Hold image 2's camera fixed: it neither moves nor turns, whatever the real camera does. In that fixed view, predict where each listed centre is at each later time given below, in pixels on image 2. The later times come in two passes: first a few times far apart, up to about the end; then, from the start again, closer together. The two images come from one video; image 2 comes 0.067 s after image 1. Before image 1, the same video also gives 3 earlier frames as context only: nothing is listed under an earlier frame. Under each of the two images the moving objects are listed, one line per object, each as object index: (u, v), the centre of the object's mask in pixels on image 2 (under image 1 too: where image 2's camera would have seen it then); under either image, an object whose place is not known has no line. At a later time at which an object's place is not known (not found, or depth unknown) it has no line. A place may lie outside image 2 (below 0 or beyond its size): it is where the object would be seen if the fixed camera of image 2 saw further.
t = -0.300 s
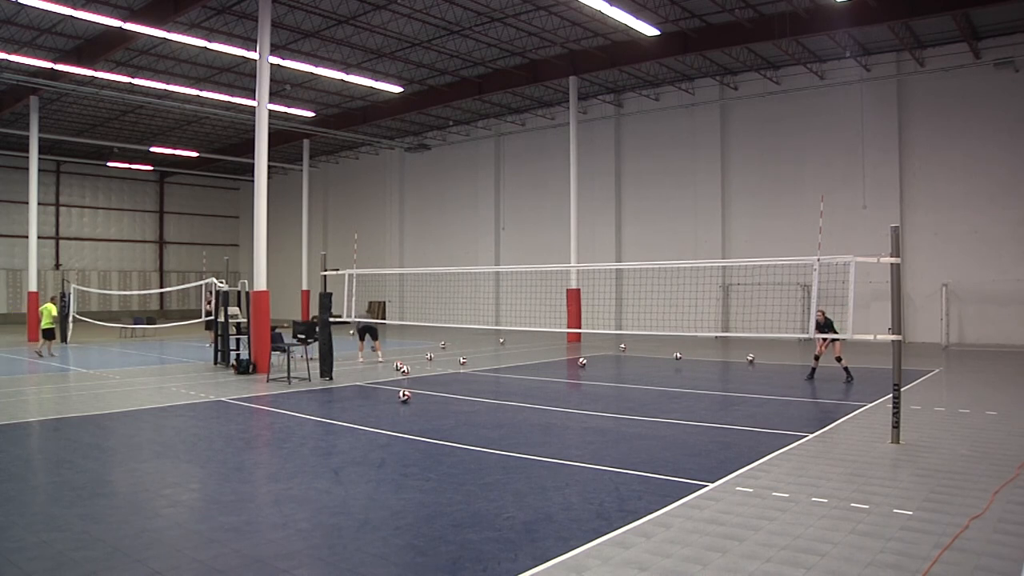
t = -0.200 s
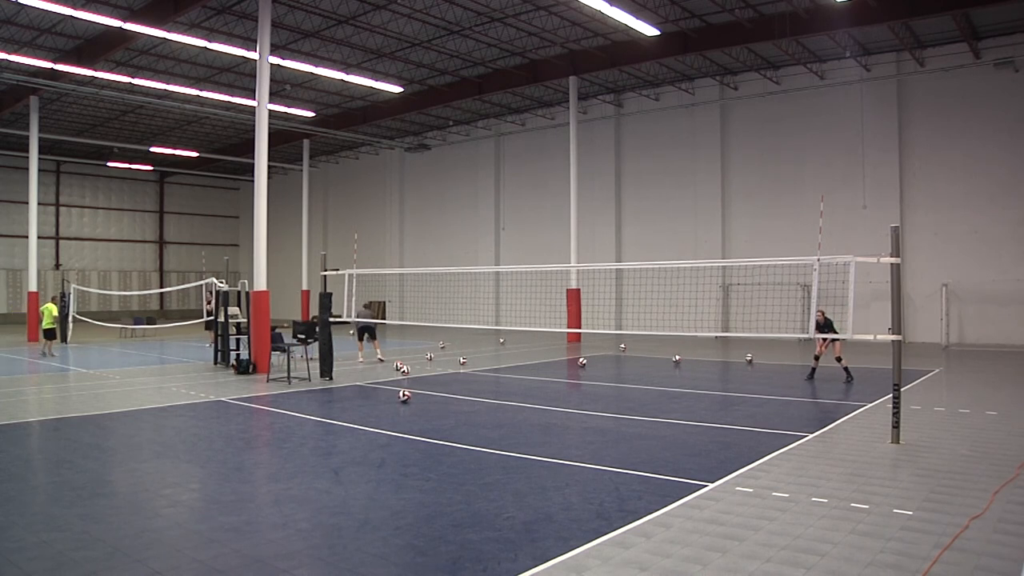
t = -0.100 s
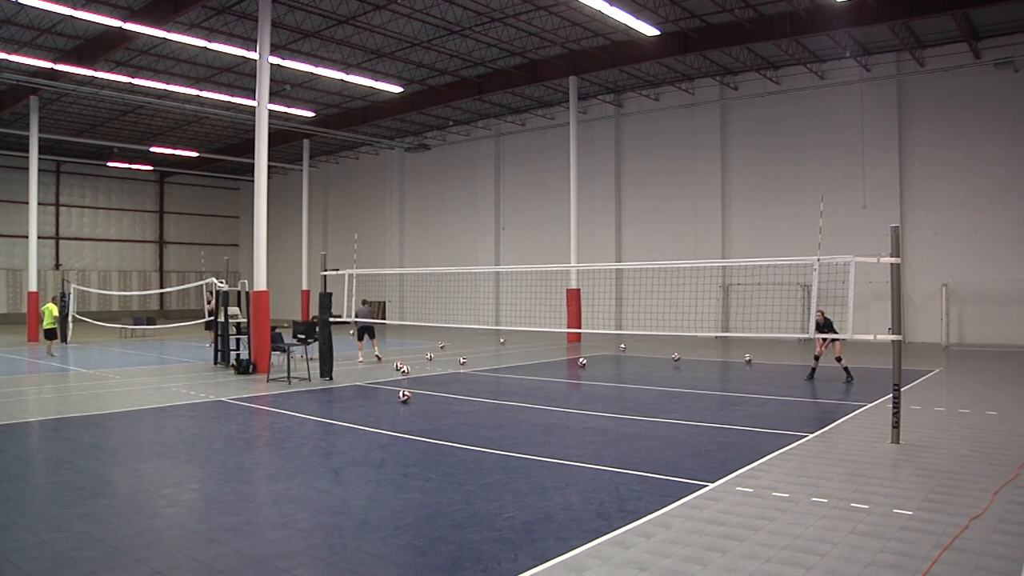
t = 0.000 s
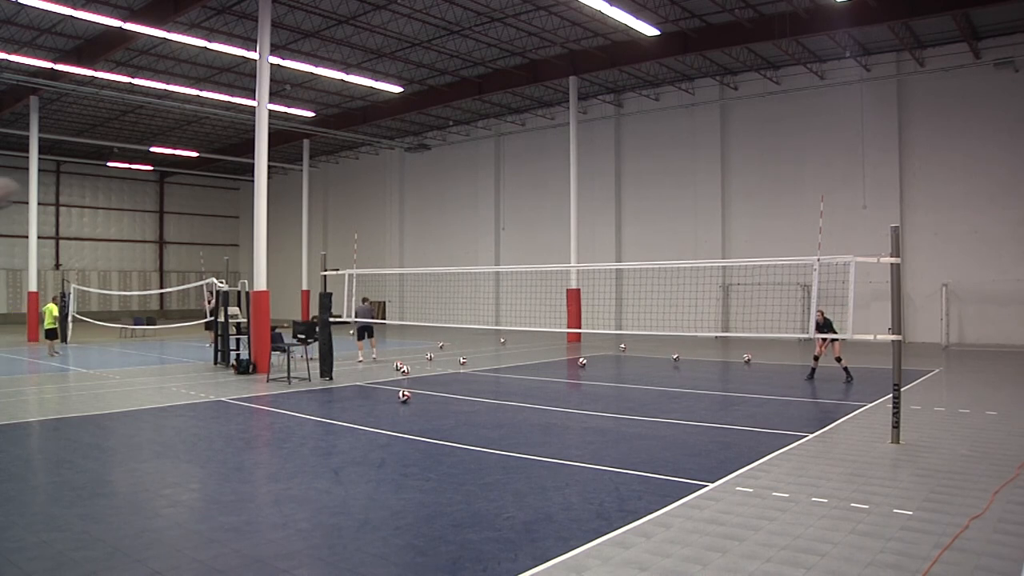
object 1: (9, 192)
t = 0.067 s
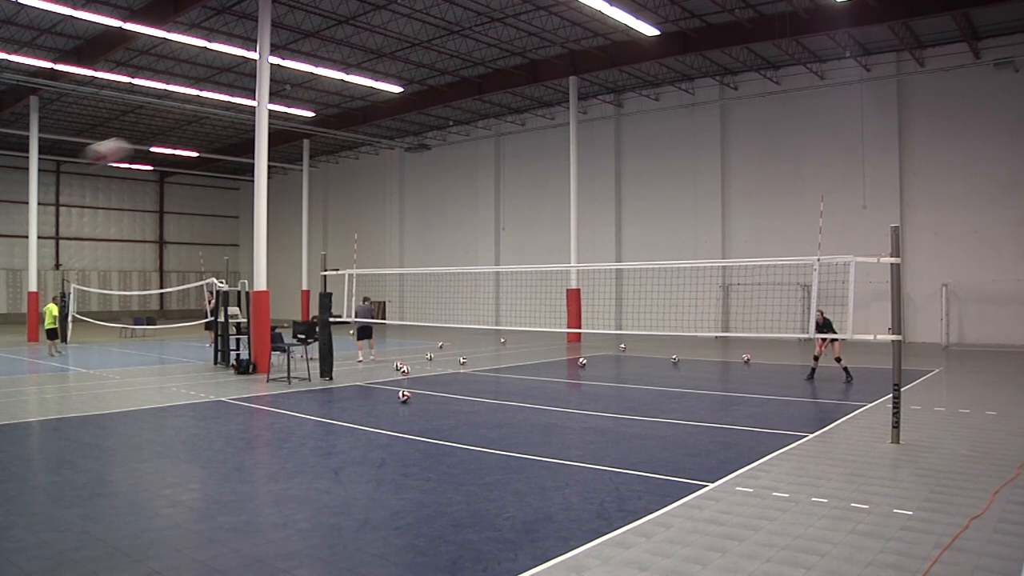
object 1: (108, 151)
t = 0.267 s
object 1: (343, 93)
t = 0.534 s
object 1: (524, 103)
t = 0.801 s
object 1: (629, 165)
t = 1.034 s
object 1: (686, 236)
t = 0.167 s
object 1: (238, 114)
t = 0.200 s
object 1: (281, 100)
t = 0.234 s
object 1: (311, 97)
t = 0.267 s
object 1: (343, 93)
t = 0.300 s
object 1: (368, 93)
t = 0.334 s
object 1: (401, 87)
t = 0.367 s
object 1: (422, 89)
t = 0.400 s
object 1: (446, 90)
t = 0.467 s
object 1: (487, 94)
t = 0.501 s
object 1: (507, 99)
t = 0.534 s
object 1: (524, 103)
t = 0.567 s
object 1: (542, 110)
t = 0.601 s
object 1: (557, 115)
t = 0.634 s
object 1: (571, 123)
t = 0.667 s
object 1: (584, 131)
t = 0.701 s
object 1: (596, 139)
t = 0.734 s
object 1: (607, 148)
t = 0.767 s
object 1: (618, 157)
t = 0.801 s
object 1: (629, 165)
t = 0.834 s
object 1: (638, 175)
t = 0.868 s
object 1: (648, 185)
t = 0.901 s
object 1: (656, 195)
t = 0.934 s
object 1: (664, 205)
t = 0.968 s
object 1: (672, 215)
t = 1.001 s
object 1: (679, 226)
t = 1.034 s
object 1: (686, 236)
